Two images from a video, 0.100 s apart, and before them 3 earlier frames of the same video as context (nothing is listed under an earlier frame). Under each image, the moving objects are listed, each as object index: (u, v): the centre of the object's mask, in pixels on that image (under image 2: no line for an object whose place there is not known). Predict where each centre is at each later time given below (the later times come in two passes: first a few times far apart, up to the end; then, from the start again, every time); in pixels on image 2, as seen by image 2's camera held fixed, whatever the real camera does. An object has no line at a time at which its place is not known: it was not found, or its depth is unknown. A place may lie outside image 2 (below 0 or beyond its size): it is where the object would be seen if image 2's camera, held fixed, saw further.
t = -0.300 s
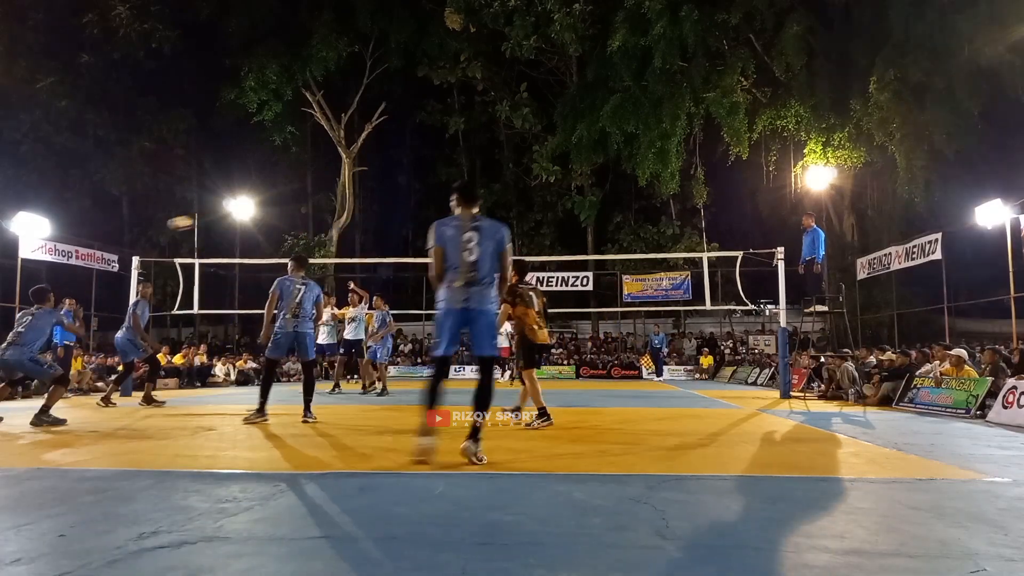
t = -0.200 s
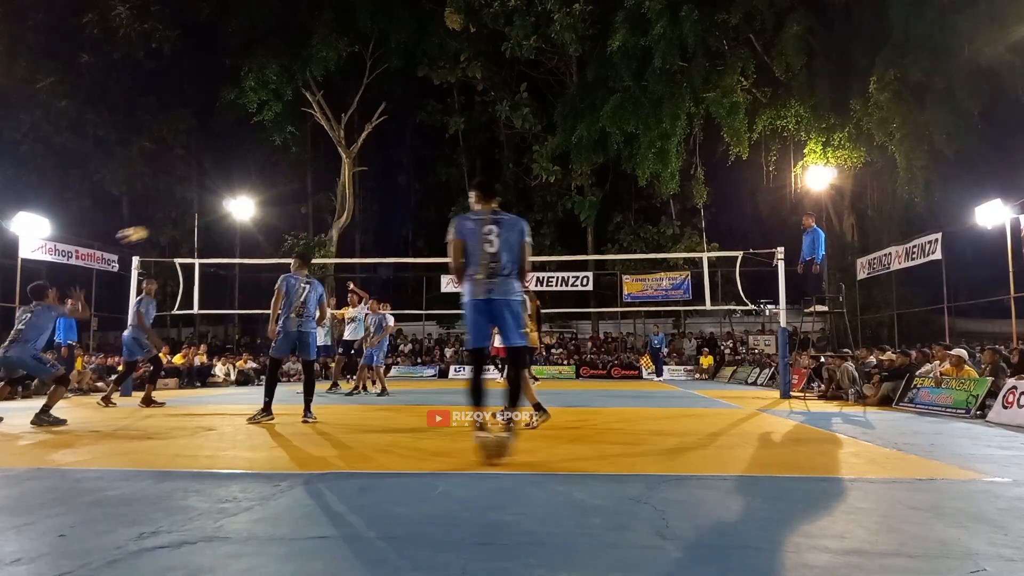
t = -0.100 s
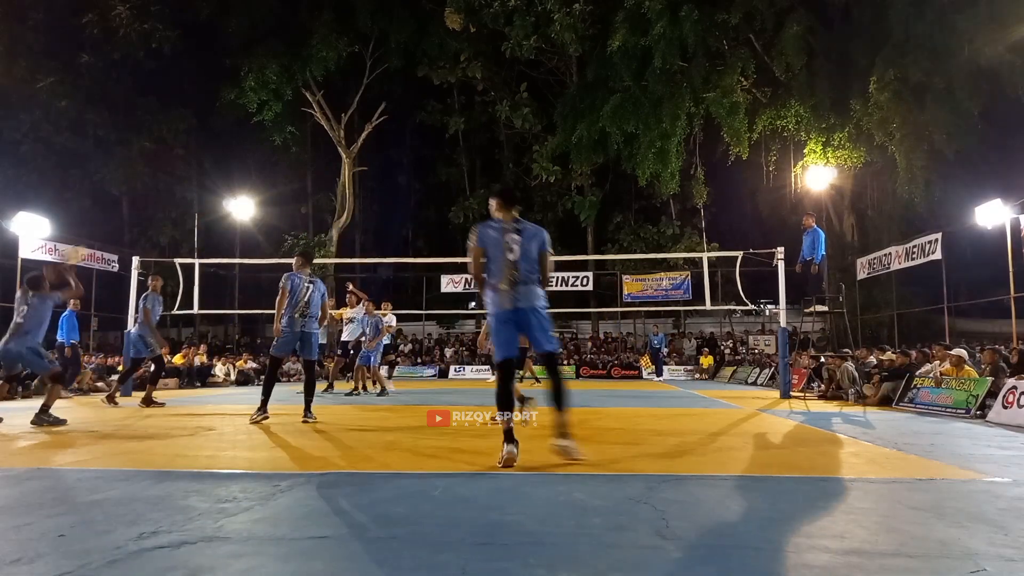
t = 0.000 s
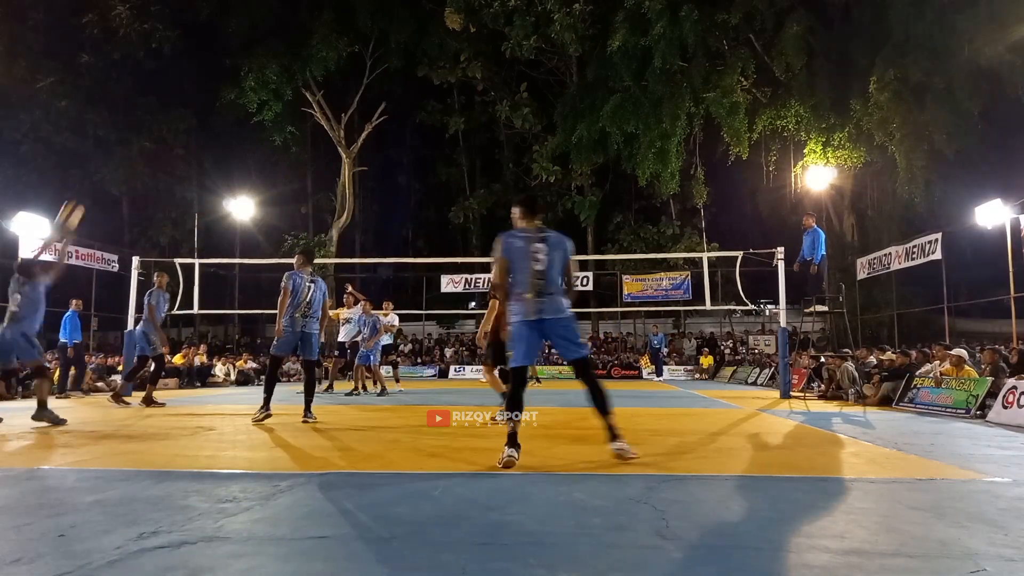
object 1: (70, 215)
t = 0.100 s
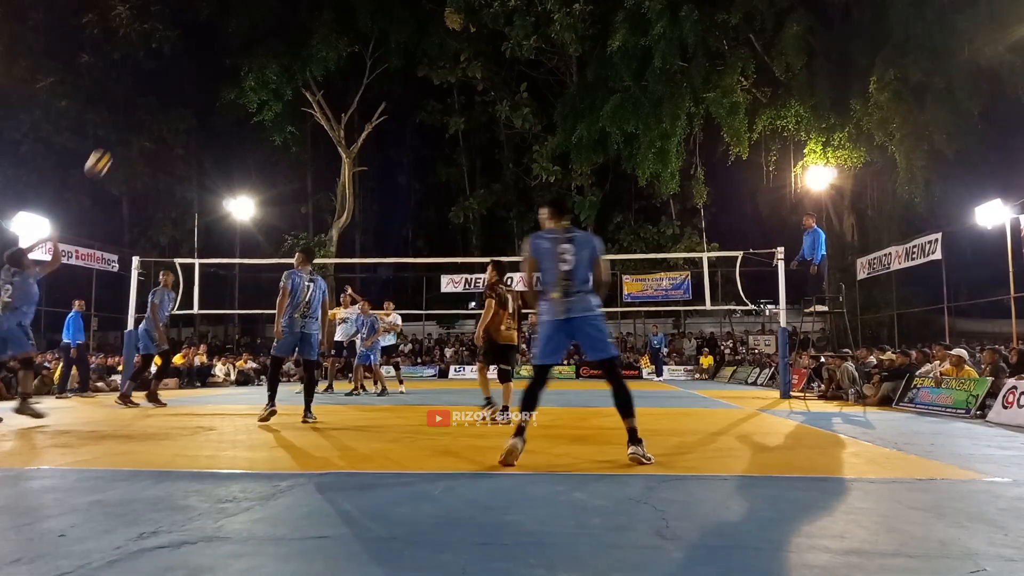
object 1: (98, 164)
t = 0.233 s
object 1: (132, 112)
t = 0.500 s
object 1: (185, 63)
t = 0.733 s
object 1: (222, 65)
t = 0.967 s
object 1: (252, 101)
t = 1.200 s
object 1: (277, 165)
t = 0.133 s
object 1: (107, 149)
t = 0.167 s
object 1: (115, 135)
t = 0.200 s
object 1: (124, 123)
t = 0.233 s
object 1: (132, 112)
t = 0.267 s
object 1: (139, 103)
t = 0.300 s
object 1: (146, 94)
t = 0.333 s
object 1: (153, 87)
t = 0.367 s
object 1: (160, 80)
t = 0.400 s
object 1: (166, 75)
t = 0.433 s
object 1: (173, 70)
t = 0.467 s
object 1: (179, 66)
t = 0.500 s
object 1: (185, 63)
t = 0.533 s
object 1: (190, 61)
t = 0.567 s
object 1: (196, 59)
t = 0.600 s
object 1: (201, 59)
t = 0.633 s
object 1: (207, 60)
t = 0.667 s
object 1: (212, 61)
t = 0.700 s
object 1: (217, 62)
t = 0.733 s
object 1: (222, 65)
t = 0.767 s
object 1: (227, 68)
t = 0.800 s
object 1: (231, 72)
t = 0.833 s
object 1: (236, 77)
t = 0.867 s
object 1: (240, 81)
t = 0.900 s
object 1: (244, 87)
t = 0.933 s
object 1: (248, 93)
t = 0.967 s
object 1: (252, 101)
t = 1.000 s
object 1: (257, 109)
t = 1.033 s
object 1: (260, 117)
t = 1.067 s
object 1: (264, 125)
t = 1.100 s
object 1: (268, 135)
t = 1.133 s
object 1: (271, 144)
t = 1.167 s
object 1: (274, 154)
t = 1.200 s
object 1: (277, 165)
